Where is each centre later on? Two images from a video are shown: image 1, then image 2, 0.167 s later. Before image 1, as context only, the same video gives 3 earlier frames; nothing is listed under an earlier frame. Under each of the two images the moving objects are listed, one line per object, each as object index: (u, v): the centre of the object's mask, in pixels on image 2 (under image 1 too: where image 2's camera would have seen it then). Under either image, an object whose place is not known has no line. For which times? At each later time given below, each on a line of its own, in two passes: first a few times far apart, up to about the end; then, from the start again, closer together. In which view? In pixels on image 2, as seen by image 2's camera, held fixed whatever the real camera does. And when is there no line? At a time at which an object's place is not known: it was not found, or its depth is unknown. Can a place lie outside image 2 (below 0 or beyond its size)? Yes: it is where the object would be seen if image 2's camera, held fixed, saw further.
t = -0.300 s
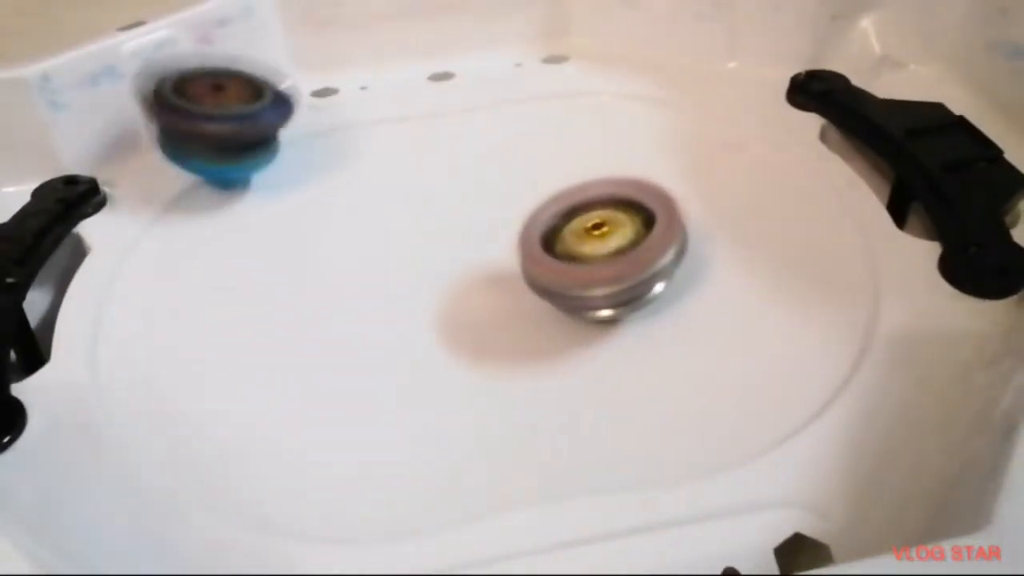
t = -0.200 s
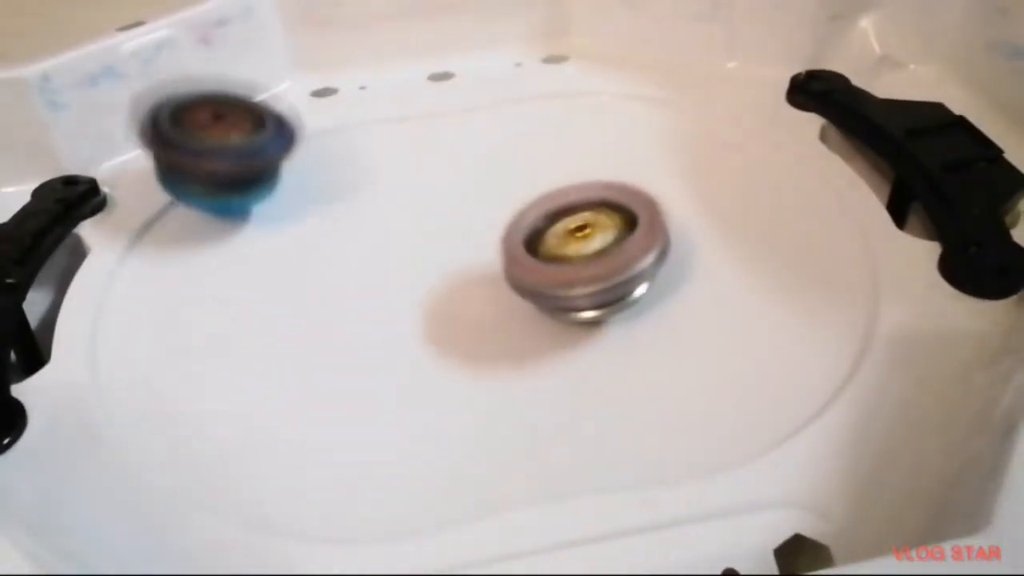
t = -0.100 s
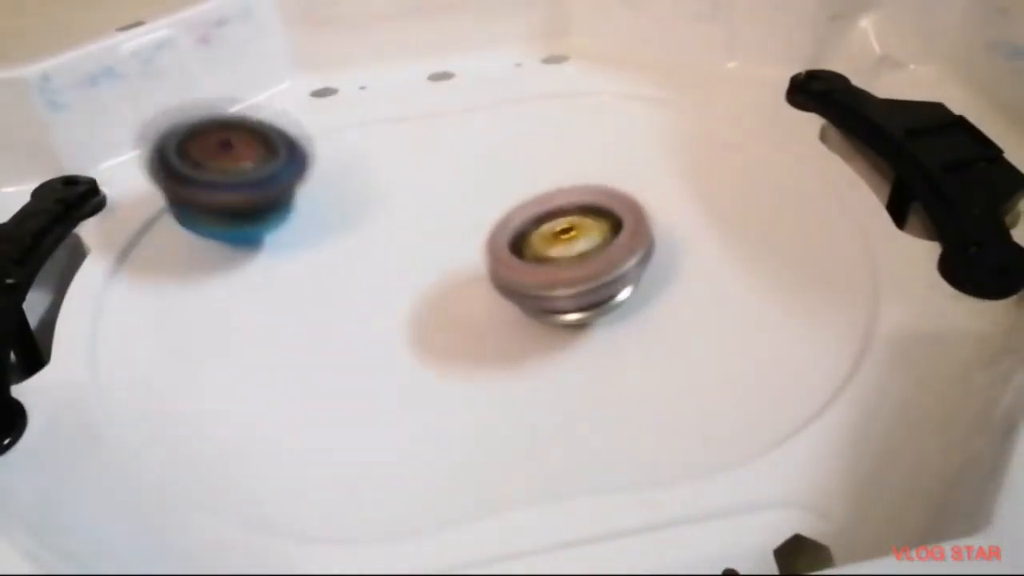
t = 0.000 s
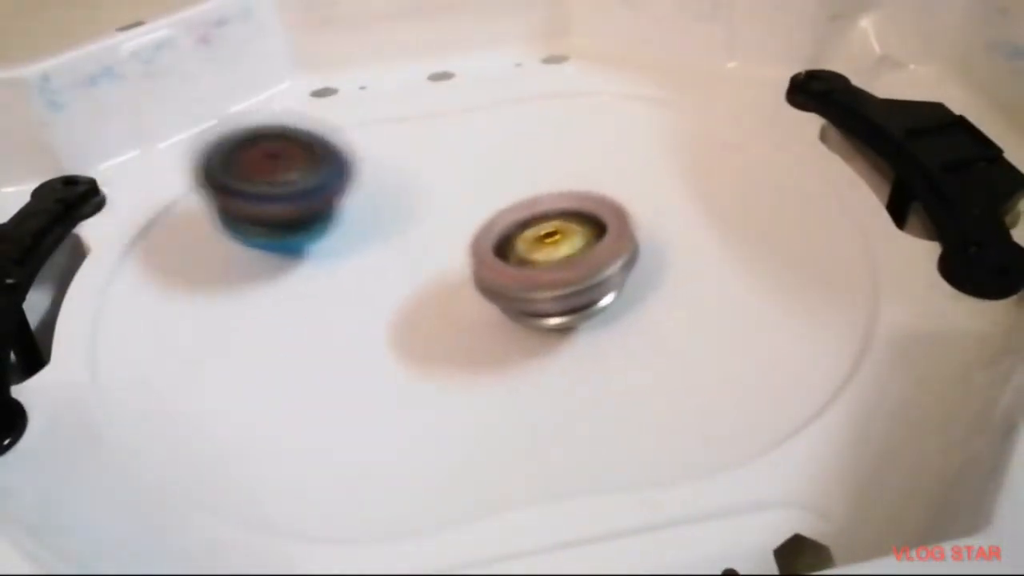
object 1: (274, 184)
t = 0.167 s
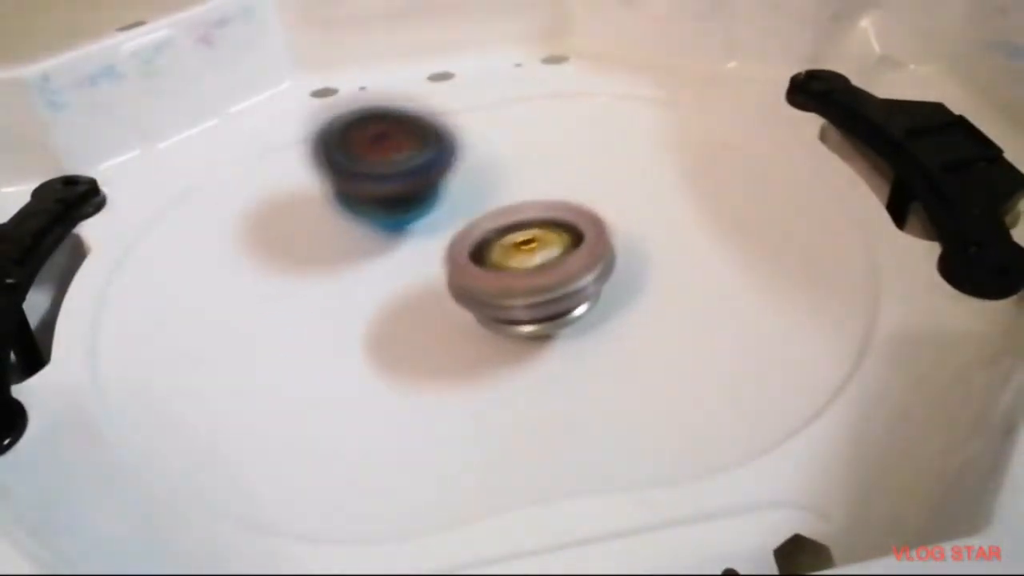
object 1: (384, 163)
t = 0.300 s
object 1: (448, 126)
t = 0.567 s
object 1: (451, 119)
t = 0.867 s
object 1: (605, 143)
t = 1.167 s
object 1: (643, 106)
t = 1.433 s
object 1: (530, 221)
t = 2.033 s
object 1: (636, 220)
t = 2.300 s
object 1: (415, 349)
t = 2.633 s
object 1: (461, 343)
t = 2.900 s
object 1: (277, 265)
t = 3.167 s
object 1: (258, 275)
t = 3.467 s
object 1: (441, 136)
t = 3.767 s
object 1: (299, 125)
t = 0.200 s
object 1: (404, 154)
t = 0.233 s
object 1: (422, 144)
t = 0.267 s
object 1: (437, 136)
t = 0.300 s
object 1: (448, 126)
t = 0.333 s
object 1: (455, 119)
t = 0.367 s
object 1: (458, 113)
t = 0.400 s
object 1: (459, 109)
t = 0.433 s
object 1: (457, 107)
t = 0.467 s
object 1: (456, 107)
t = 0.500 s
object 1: (453, 108)
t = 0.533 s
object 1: (451, 113)
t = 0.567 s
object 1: (451, 119)
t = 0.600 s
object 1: (453, 127)
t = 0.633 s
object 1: (457, 132)
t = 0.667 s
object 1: (467, 140)
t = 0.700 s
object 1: (481, 147)
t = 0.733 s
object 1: (504, 153)
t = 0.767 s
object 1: (529, 152)
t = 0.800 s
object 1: (556, 152)
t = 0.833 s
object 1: (581, 148)
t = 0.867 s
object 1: (605, 143)
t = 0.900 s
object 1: (625, 138)
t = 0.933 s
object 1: (641, 131)
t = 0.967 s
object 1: (662, 118)
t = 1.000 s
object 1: (665, 112)
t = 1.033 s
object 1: (665, 107)
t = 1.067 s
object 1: (664, 105)
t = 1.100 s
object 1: (658, 102)
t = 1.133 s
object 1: (652, 103)
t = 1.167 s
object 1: (643, 106)
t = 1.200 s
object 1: (630, 110)
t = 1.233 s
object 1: (616, 118)
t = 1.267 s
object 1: (599, 129)
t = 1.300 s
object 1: (582, 144)
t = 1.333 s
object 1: (566, 158)
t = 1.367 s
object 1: (551, 178)
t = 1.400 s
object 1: (538, 198)
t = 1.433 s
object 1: (530, 221)
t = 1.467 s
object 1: (526, 248)
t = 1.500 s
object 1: (528, 276)
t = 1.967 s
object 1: (700, 249)
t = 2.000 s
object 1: (669, 232)
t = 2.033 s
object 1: (636, 220)
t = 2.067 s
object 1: (598, 208)
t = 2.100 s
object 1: (557, 201)
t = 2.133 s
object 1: (525, 211)
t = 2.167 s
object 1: (498, 234)
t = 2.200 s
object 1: (478, 262)
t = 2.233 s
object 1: (456, 279)
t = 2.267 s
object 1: (434, 312)
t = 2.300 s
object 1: (415, 349)
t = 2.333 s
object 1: (403, 378)
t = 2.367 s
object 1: (401, 408)
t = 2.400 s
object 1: (409, 437)
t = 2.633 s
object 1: (461, 343)
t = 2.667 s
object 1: (449, 330)
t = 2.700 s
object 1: (437, 317)
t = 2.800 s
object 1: (361, 282)
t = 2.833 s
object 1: (329, 272)
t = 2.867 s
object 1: (301, 268)
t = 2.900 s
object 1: (277, 265)
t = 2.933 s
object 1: (253, 264)
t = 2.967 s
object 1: (237, 265)
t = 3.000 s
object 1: (226, 266)
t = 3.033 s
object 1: (220, 269)
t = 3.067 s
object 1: (220, 272)
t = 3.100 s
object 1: (226, 274)
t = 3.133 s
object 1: (240, 276)
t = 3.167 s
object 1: (258, 275)
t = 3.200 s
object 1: (281, 271)
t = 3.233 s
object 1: (305, 264)
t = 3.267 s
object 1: (331, 254)
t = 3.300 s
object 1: (358, 240)
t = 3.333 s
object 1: (382, 223)
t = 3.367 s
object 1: (406, 202)
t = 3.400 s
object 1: (426, 180)
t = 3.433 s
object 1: (437, 157)
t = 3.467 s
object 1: (441, 136)
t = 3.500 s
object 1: (439, 119)
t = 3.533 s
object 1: (428, 99)
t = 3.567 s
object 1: (412, 86)
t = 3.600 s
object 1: (392, 77)
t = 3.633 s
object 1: (368, 72)
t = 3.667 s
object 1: (341, 83)
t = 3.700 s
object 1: (319, 98)
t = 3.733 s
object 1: (306, 108)
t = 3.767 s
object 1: (299, 125)
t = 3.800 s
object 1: (304, 145)
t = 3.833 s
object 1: (314, 162)
